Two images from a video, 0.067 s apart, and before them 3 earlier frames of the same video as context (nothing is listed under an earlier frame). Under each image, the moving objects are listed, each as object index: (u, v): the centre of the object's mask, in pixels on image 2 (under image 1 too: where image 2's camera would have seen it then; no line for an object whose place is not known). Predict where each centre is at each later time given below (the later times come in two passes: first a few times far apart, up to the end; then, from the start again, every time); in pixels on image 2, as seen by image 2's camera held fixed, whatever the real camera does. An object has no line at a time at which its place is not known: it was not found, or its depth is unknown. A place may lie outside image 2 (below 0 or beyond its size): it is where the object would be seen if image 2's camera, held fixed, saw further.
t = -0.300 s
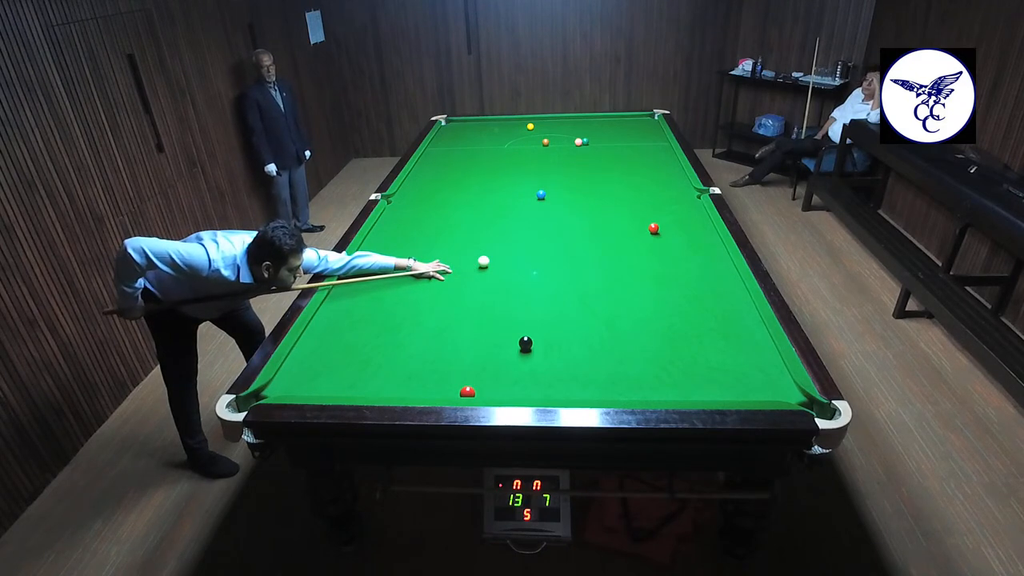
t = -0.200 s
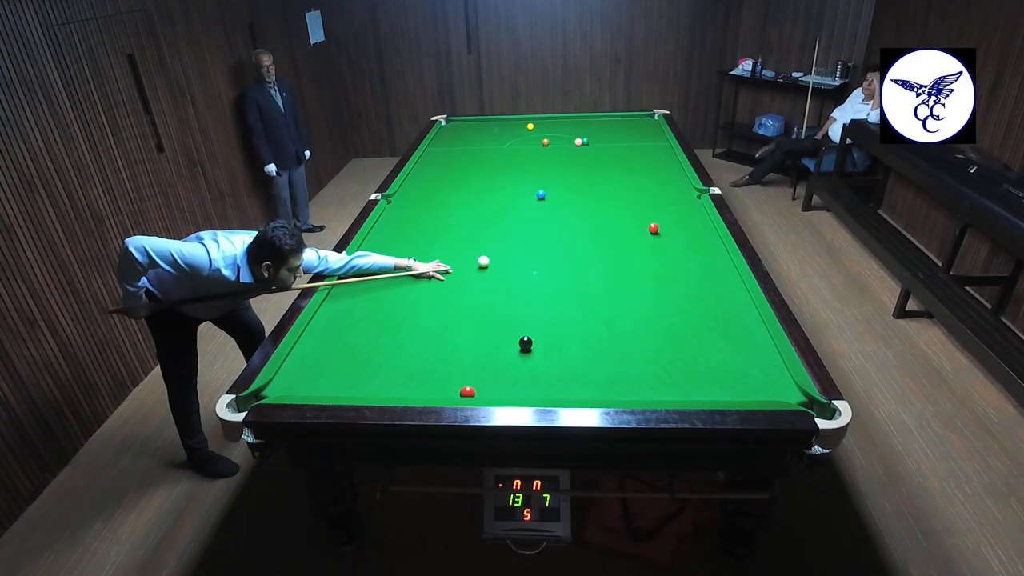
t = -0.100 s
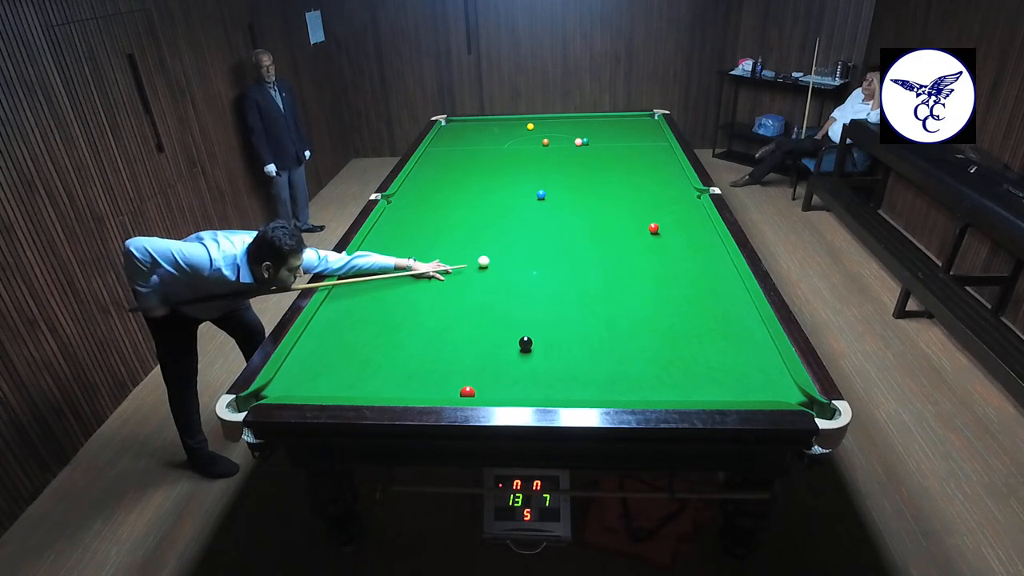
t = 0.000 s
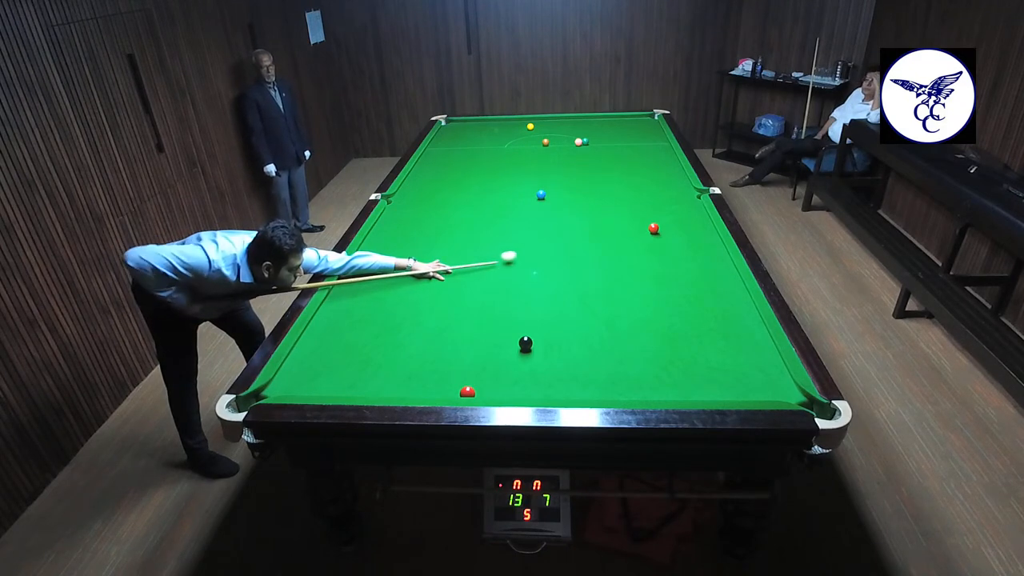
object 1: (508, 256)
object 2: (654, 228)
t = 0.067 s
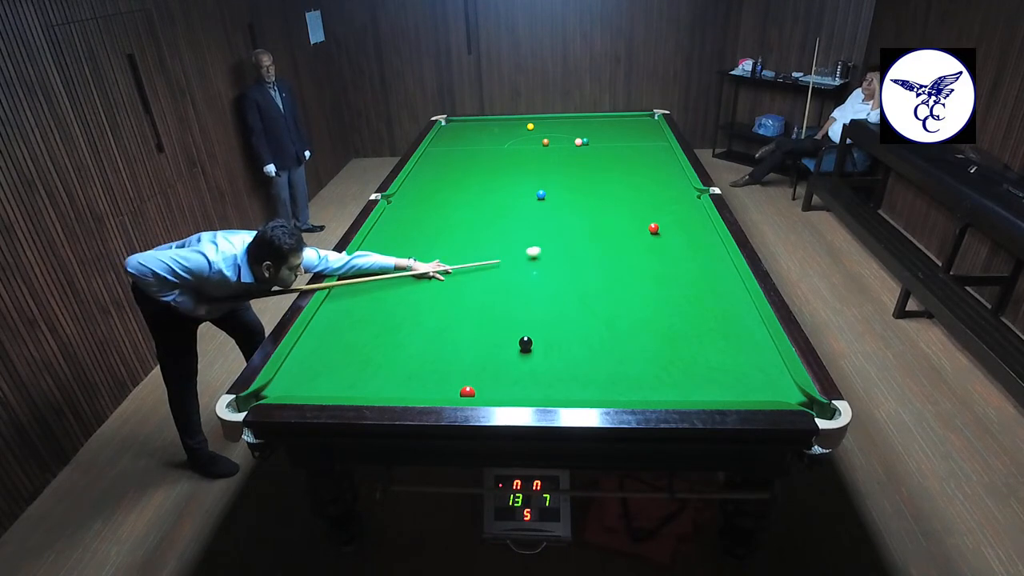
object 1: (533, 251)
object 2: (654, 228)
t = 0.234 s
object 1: (583, 242)
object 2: (654, 228)
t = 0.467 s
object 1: (635, 234)
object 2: (654, 228)
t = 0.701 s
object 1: (670, 235)
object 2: (666, 220)
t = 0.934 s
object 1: (700, 239)
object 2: (678, 211)
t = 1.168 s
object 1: (708, 243)
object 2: (689, 204)
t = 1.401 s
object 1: (690, 248)
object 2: (693, 198)
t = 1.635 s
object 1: (673, 252)
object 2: (684, 193)
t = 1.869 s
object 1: (657, 257)
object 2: (677, 189)
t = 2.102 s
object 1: (641, 261)
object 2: (671, 185)
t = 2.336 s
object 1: (625, 266)
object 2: (665, 181)
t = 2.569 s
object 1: (609, 270)
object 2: (660, 178)
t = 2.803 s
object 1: (595, 273)
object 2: (655, 176)
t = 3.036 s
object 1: (581, 277)
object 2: (651, 173)
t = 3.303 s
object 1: (566, 281)
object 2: (647, 171)
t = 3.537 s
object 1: (554, 284)
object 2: (644, 169)
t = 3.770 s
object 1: (543, 287)
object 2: (642, 168)
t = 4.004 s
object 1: (533, 290)
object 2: (639, 167)
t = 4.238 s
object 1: (525, 292)
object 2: (638, 166)
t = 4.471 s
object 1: (517, 295)
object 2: (636, 165)
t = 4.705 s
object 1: (510, 296)
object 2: (635, 165)
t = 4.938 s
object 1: (504, 298)
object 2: (634, 164)
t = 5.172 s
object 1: (500, 300)
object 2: (634, 164)
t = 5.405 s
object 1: (497, 300)
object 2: (634, 164)
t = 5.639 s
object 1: (495, 301)
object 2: (634, 164)
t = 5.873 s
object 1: (493, 302)
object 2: (634, 165)
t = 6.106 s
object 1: (493, 302)
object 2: (634, 165)
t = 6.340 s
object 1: (493, 302)
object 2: (634, 165)
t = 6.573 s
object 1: (493, 302)
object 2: (634, 165)
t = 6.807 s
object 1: (493, 302)
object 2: (634, 165)
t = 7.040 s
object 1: (493, 302)
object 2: (634, 165)
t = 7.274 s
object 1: (493, 302)
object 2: (634, 165)
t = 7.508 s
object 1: (493, 302)
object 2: (634, 165)
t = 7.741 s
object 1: (493, 302)
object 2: (634, 165)
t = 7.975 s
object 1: (493, 302)
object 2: (634, 165)
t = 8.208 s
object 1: (493, 302)
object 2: (634, 165)
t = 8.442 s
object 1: (493, 302)
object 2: (634, 165)
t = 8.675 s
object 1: (493, 302)
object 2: (634, 165)
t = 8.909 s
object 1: (493, 302)
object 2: (634, 165)
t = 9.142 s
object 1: (493, 302)
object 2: (634, 165)
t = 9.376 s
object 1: (493, 302)
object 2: (634, 165)
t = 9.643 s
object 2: (634, 165)
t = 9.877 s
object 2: (634, 165)
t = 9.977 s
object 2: (634, 165)
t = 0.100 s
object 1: (545, 249)
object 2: (654, 228)
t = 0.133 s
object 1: (555, 248)
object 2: (654, 228)
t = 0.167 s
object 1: (565, 246)
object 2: (654, 228)
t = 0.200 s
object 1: (575, 244)
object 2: (654, 228)
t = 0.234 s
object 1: (583, 242)
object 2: (654, 228)
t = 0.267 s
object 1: (591, 241)
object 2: (654, 228)
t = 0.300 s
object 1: (599, 240)
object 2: (654, 228)
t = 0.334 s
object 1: (606, 238)
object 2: (654, 228)
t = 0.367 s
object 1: (614, 237)
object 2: (654, 228)
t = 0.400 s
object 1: (621, 236)
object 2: (654, 228)
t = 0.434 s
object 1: (628, 235)
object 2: (654, 228)
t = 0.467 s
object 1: (635, 234)
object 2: (654, 228)
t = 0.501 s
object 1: (642, 232)
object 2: (654, 228)
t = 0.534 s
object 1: (649, 232)
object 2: (655, 226)
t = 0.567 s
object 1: (653, 233)
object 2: (658, 225)
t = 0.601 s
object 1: (657, 233)
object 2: (660, 223)
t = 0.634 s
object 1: (661, 234)
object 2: (662, 222)
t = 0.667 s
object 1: (665, 234)
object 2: (664, 221)
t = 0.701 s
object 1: (670, 235)
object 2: (666, 220)
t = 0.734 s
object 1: (674, 236)
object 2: (667, 218)
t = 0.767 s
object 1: (678, 236)
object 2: (669, 217)
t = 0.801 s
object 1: (683, 237)
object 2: (671, 216)
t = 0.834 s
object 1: (687, 237)
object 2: (673, 215)
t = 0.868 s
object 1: (691, 238)
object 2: (674, 214)
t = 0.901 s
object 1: (696, 238)
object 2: (676, 213)
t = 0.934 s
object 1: (700, 239)
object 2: (678, 211)
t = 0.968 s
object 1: (704, 239)
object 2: (679, 210)
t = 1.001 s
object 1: (709, 240)
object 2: (681, 210)
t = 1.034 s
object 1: (713, 240)
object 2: (683, 208)
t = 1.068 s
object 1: (716, 241)
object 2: (684, 207)
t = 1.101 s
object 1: (713, 241)
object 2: (686, 206)
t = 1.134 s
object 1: (711, 242)
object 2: (687, 205)
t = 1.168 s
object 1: (708, 243)
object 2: (689, 204)
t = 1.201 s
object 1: (706, 244)
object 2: (691, 203)
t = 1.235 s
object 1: (703, 244)
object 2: (692, 202)
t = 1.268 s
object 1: (701, 245)
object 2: (694, 201)
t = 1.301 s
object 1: (698, 246)
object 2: (695, 200)
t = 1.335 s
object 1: (696, 246)
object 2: (696, 199)
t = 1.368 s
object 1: (693, 247)
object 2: (694, 198)
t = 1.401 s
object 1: (690, 248)
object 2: (693, 198)
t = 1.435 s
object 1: (688, 248)
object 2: (692, 197)
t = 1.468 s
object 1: (685, 249)
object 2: (690, 197)
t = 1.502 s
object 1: (683, 250)
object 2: (689, 196)
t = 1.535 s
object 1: (681, 250)
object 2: (688, 195)
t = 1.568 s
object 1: (678, 251)
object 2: (687, 194)
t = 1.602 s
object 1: (676, 252)
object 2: (686, 194)
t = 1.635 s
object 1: (673, 252)
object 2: (684, 193)
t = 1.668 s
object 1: (671, 253)
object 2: (683, 192)
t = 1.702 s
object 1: (669, 254)
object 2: (682, 192)
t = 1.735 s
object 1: (666, 254)
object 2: (681, 191)
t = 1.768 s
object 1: (664, 255)
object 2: (680, 190)
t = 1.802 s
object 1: (661, 255)
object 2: (679, 190)
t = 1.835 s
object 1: (659, 256)
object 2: (678, 189)
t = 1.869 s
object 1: (657, 257)
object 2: (677, 189)
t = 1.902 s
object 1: (654, 258)
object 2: (676, 188)
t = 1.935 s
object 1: (652, 258)
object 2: (675, 188)
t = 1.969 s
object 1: (650, 259)
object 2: (674, 187)
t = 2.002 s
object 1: (647, 259)
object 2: (673, 186)
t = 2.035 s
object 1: (645, 260)
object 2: (672, 186)
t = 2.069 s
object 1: (643, 261)
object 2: (672, 185)
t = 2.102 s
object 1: (641, 261)
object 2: (671, 185)
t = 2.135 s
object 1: (638, 262)
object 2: (670, 184)
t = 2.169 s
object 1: (636, 263)
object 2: (669, 184)
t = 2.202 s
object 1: (633, 263)
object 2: (668, 183)
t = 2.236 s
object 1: (631, 264)
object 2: (667, 183)
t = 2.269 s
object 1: (629, 265)
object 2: (667, 182)
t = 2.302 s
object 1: (627, 265)
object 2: (666, 182)
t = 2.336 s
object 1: (625, 266)
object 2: (665, 181)
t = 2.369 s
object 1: (622, 266)
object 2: (664, 181)
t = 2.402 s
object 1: (620, 267)
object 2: (663, 180)
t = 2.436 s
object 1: (618, 267)
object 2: (663, 180)
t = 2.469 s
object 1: (616, 268)
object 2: (662, 180)
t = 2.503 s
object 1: (613, 269)
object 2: (661, 179)
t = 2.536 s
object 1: (611, 269)
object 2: (661, 179)
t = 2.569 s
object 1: (609, 270)
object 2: (660, 178)
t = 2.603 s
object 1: (607, 270)
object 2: (659, 178)
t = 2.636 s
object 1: (605, 271)
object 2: (658, 177)
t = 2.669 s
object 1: (603, 271)
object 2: (658, 177)
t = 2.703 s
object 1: (601, 272)
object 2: (657, 176)
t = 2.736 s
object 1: (599, 272)
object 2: (656, 176)
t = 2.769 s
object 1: (597, 273)
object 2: (656, 176)
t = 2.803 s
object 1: (595, 273)
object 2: (655, 176)
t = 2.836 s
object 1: (592, 274)
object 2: (655, 175)
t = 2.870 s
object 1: (590, 274)
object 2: (654, 175)
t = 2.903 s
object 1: (589, 275)
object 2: (653, 175)
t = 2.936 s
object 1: (586, 276)
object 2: (653, 174)
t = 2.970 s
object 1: (585, 276)
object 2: (652, 174)
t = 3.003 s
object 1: (583, 277)
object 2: (652, 173)
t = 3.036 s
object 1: (581, 277)
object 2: (651, 173)
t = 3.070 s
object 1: (579, 278)
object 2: (651, 173)
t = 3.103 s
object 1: (577, 278)
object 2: (650, 173)
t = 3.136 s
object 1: (575, 279)
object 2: (649, 172)
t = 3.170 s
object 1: (573, 279)
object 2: (649, 172)
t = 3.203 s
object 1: (571, 279)
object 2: (648, 172)
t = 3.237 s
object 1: (569, 280)
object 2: (648, 171)
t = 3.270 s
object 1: (568, 281)
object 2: (648, 171)
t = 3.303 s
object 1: (566, 281)
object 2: (647, 171)
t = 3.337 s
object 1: (564, 281)
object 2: (647, 171)
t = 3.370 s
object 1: (563, 282)
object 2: (646, 170)
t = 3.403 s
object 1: (561, 282)
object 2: (646, 170)
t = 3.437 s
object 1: (559, 283)
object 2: (645, 170)
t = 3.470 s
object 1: (557, 283)
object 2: (645, 170)
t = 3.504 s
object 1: (556, 284)
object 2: (644, 169)
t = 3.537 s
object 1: (554, 284)
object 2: (644, 169)
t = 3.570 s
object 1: (553, 285)
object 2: (644, 169)
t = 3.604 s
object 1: (551, 285)
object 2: (643, 169)
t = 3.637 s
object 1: (549, 285)
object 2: (643, 169)
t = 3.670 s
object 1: (548, 286)
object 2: (642, 168)
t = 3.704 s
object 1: (546, 286)
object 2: (642, 168)
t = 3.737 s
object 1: (545, 287)
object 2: (642, 168)
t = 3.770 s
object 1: (543, 287)
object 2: (642, 168)
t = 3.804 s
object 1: (542, 287)
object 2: (641, 168)
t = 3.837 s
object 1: (540, 288)
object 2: (641, 168)
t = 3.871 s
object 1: (539, 288)
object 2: (640, 167)
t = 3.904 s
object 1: (537, 289)
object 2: (640, 167)
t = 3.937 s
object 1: (536, 289)
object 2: (640, 167)
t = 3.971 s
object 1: (535, 289)
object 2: (639, 167)
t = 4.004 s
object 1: (533, 290)
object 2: (639, 167)
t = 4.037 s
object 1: (532, 290)
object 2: (639, 166)
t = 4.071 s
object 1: (531, 290)
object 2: (639, 166)
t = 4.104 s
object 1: (530, 291)
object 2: (638, 166)
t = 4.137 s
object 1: (528, 291)
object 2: (638, 166)
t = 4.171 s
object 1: (527, 291)
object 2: (638, 166)
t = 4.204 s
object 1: (526, 292)
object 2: (638, 166)
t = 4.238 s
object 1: (525, 292)
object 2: (638, 166)
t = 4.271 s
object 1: (524, 292)
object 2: (637, 166)
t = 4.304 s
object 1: (522, 293)
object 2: (637, 165)
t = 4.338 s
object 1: (521, 293)
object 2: (637, 165)
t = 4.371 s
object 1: (520, 293)
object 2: (637, 165)
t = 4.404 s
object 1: (519, 294)
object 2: (637, 165)
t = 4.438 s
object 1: (518, 294)
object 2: (636, 165)
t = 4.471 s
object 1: (517, 295)
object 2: (636, 165)
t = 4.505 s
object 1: (516, 295)
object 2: (636, 165)
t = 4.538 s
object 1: (515, 295)
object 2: (636, 165)
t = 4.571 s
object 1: (514, 295)
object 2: (635, 165)
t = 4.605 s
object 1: (513, 296)
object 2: (635, 165)
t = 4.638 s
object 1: (512, 296)
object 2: (635, 165)
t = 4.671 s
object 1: (511, 296)
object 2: (635, 165)
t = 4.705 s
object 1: (510, 296)
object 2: (635, 165)
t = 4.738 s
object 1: (509, 297)
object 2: (635, 165)
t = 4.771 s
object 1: (508, 297)
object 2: (634, 165)
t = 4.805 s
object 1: (507, 297)
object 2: (634, 165)
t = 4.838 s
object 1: (507, 297)
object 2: (634, 165)
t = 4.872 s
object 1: (506, 298)
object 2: (634, 165)
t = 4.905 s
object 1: (505, 298)
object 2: (634, 164)
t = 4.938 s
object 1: (504, 298)
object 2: (634, 164)
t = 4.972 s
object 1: (503, 298)
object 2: (634, 164)
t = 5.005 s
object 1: (503, 299)
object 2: (634, 164)
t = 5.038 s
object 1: (502, 299)
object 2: (634, 164)
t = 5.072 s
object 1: (502, 299)
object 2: (634, 164)
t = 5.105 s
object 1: (501, 299)
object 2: (634, 164)
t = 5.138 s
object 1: (500, 299)
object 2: (634, 164)
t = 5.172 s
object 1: (500, 300)
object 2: (634, 164)
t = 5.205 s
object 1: (499, 300)
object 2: (634, 164)
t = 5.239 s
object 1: (499, 300)
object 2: (634, 164)
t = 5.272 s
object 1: (498, 300)
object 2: (634, 164)
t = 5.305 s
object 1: (498, 300)
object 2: (634, 164)
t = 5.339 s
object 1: (498, 300)
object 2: (634, 164)
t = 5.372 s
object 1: (497, 301)
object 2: (634, 164)
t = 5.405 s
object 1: (497, 300)
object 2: (634, 164)
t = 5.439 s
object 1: (496, 301)
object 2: (634, 164)
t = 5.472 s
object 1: (496, 301)
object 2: (634, 164)
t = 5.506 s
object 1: (496, 301)
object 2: (634, 164)
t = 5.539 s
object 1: (495, 301)
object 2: (634, 164)
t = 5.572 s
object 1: (495, 301)
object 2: (634, 164)
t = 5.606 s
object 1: (495, 301)
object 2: (634, 164)
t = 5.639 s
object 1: (495, 301)
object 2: (634, 164)
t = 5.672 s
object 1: (494, 301)
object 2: (634, 165)
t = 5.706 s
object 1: (494, 301)
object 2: (634, 165)
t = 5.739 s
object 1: (494, 301)
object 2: (634, 165)
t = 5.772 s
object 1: (494, 301)
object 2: (634, 165)
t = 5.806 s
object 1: (494, 302)
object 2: (634, 165)
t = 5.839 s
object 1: (493, 301)
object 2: (634, 165)
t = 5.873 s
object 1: (493, 302)
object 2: (634, 165)
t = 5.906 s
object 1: (493, 302)
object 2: (634, 165)
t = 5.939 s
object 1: (493, 302)
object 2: (634, 165)
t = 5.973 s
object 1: (493, 302)
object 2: (634, 165)
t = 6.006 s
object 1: (493, 302)
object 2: (634, 165)
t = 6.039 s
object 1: (493, 302)
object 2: (634, 165)
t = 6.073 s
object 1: (493, 302)
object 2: (634, 165)
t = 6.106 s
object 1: (493, 302)
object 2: (634, 165)
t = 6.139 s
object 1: (493, 302)
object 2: (634, 165)
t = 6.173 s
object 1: (493, 302)
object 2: (634, 165)
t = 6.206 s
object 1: (493, 302)
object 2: (634, 165)
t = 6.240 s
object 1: (493, 302)
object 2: (634, 165)
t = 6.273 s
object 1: (493, 302)
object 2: (634, 165)
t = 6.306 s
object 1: (493, 302)
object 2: (634, 165)
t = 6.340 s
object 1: (493, 302)
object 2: (634, 165)
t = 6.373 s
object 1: (493, 302)
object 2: (634, 165)
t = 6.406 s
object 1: (493, 302)
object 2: (634, 165)
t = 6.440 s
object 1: (493, 302)
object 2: (634, 165)
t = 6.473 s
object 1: (493, 302)
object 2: (634, 165)
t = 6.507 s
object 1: (493, 302)
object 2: (634, 165)
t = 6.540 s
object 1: (493, 302)
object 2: (634, 165)
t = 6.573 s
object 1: (493, 302)
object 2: (634, 165)
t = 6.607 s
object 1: (493, 302)
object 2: (634, 165)
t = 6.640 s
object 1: (493, 302)
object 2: (634, 165)
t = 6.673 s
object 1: (493, 302)
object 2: (634, 165)
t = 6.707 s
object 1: (493, 302)
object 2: (634, 165)
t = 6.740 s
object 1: (493, 302)
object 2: (634, 165)
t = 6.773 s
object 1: (493, 302)
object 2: (634, 165)
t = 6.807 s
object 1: (493, 302)
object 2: (634, 165)
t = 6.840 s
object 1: (493, 302)
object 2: (634, 165)
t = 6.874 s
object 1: (493, 302)
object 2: (634, 165)
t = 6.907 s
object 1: (493, 302)
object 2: (634, 165)
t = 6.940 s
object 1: (493, 302)
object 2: (634, 165)
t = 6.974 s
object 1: (493, 302)
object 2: (634, 165)
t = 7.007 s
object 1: (493, 302)
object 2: (634, 165)
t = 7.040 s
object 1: (493, 302)
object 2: (634, 165)
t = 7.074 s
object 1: (493, 302)
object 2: (634, 165)
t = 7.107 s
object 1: (493, 302)
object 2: (634, 165)
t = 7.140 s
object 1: (493, 302)
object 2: (634, 165)
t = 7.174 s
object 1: (493, 302)
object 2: (634, 165)
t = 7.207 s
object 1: (493, 302)
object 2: (634, 165)
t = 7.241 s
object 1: (493, 302)
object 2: (634, 165)
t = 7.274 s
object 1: (493, 302)
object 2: (634, 165)
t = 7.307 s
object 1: (493, 302)
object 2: (634, 165)
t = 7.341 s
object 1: (493, 302)
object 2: (634, 165)
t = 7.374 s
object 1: (493, 302)
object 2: (634, 165)
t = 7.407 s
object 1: (493, 302)
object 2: (634, 165)
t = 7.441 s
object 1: (493, 302)
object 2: (634, 165)
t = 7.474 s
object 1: (493, 302)
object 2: (634, 165)
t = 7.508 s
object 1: (493, 302)
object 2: (634, 165)
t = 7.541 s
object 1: (493, 302)
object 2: (634, 165)
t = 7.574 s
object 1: (493, 302)
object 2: (634, 165)
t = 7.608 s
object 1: (493, 302)
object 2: (634, 165)
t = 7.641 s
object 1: (493, 302)
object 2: (634, 165)
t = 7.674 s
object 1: (493, 302)
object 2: (634, 165)
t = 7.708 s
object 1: (493, 302)
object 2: (634, 165)
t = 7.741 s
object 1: (493, 302)
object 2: (634, 165)
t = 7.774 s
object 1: (493, 302)
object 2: (634, 165)
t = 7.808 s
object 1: (493, 302)
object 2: (634, 165)
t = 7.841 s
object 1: (493, 302)
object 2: (634, 165)
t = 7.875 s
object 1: (493, 302)
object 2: (634, 165)
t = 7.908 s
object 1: (493, 302)
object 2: (634, 165)
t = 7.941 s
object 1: (493, 302)
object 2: (634, 165)
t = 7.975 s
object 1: (493, 302)
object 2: (634, 165)
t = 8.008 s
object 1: (493, 302)
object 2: (634, 165)
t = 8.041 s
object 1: (493, 302)
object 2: (634, 165)
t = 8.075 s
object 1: (493, 302)
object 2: (634, 165)
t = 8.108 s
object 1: (493, 302)
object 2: (634, 165)
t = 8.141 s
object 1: (493, 302)
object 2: (634, 165)
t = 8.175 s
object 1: (493, 302)
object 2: (634, 165)
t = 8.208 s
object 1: (493, 302)
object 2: (634, 165)
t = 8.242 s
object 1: (493, 302)
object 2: (634, 165)
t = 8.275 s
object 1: (493, 302)
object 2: (634, 165)
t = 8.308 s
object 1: (493, 302)
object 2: (634, 165)
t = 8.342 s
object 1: (493, 302)
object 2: (634, 165)
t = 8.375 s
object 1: (493, 302)
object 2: (634, 165)
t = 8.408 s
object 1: (493, 302)
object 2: (634, 165)
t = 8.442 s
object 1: (493, 302)
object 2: (634, 165)
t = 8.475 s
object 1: (493, 302)
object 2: (634, 165)
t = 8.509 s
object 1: (493, 302)
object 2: (634, 165)
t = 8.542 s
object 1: (493, 302)
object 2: (634, 165)
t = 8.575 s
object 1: (493, 302)
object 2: (634, 165)
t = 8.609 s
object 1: (493, 302)
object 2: (634, 165)
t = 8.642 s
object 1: (493, 302)
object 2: (634, 165)
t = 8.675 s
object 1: (493, 302)
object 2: (634, 165)
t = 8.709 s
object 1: (493, 302)
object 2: (634, 165)
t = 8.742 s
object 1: (493, 302)
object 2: (634, 165)
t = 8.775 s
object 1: (493, 302)
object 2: (634, 165)
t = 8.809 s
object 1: (493, 302)
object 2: (634, 165)
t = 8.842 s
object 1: (493, 302)
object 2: (634, 165)
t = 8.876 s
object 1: (493, 302)
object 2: (634, 165)
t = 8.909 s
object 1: (493, 302)
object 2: (634, 165)
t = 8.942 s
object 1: (493, 302)
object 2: (634, 165)
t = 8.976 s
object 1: (493, 302)
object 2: (634, 165)
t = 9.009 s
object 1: (493, 302)
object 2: (634, 165)
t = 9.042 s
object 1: (493, 301)
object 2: (634, 165)
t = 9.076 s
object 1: (493, 302)
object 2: (634, 165)
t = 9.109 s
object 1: (493, 302)
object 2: (634, 165)
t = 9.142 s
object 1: (493, 302)
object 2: (634, 165)
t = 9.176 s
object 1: (493, 302)
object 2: (634, 165)
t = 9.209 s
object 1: (493, 302)
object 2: (634, 165)
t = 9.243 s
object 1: (493, 302)
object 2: (634, 165)
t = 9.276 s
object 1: (493, 302)
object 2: (634, 165)
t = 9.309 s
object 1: (493, 302)
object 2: (634, 165)
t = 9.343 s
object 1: (493, 302)
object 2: (634, 165)
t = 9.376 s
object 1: (493, 302)
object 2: (634, 165)
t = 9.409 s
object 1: (493, 302)
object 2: (634, 165)
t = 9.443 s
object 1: (493, 302)
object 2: (634, 165)
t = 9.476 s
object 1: (493, 302)
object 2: (634, 165)
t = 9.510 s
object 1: (493, 302)
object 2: (634, 165)
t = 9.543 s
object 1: (493, 302)
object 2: (634, 165)
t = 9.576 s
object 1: (493, 302)
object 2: (634, 165)
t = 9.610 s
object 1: (489, 301)
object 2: (634, 165)
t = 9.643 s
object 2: (634, 165)
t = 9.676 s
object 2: (634, 165)
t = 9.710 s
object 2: (634, 165)
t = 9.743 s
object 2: (634, 165)
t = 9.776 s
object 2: (634, 164)
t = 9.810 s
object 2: (634, 165)
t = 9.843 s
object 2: (634, 165)
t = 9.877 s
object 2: (634, 165)
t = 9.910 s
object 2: (634, 164)
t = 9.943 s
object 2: (634, 164)
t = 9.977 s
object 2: (634, 165)
